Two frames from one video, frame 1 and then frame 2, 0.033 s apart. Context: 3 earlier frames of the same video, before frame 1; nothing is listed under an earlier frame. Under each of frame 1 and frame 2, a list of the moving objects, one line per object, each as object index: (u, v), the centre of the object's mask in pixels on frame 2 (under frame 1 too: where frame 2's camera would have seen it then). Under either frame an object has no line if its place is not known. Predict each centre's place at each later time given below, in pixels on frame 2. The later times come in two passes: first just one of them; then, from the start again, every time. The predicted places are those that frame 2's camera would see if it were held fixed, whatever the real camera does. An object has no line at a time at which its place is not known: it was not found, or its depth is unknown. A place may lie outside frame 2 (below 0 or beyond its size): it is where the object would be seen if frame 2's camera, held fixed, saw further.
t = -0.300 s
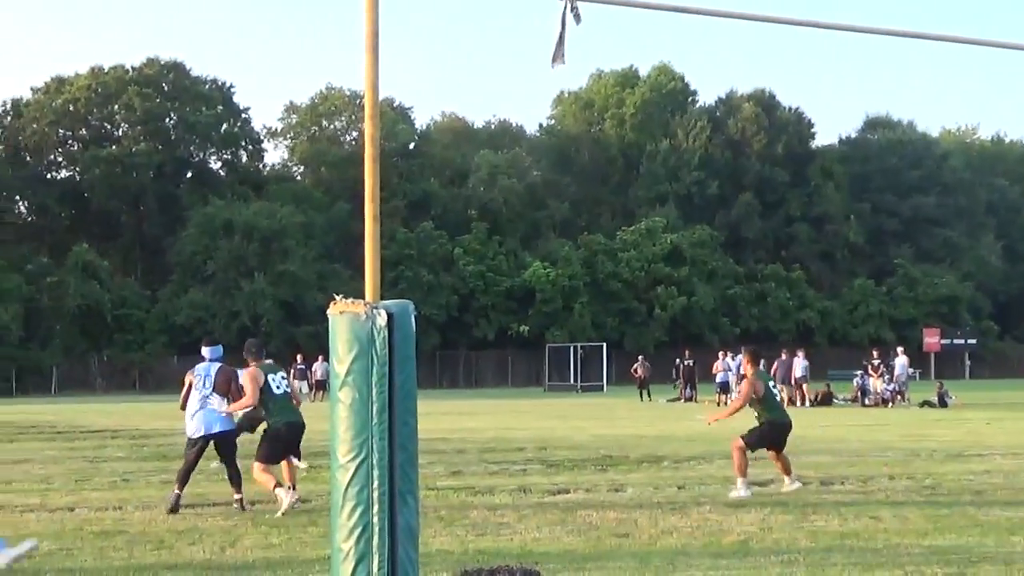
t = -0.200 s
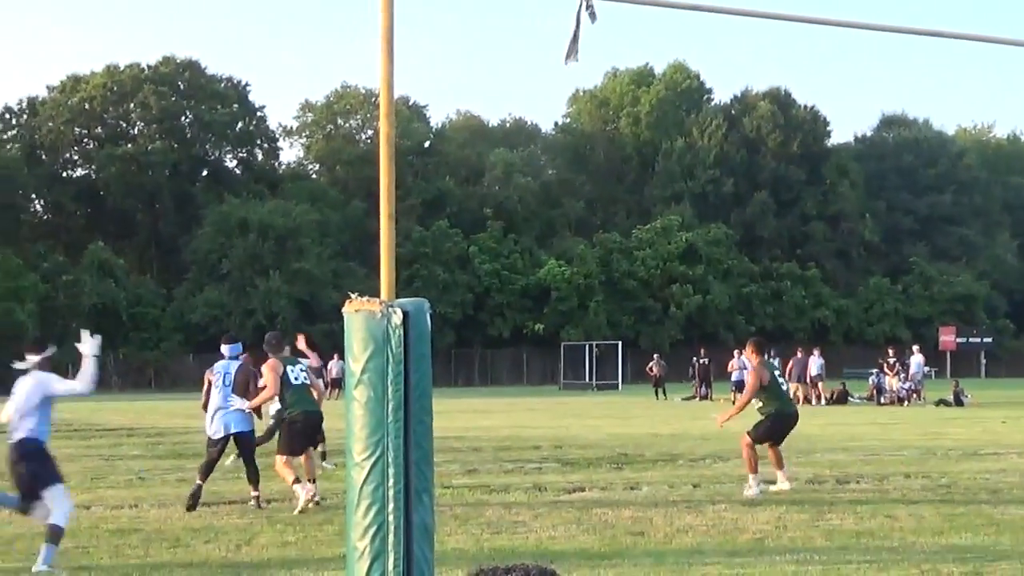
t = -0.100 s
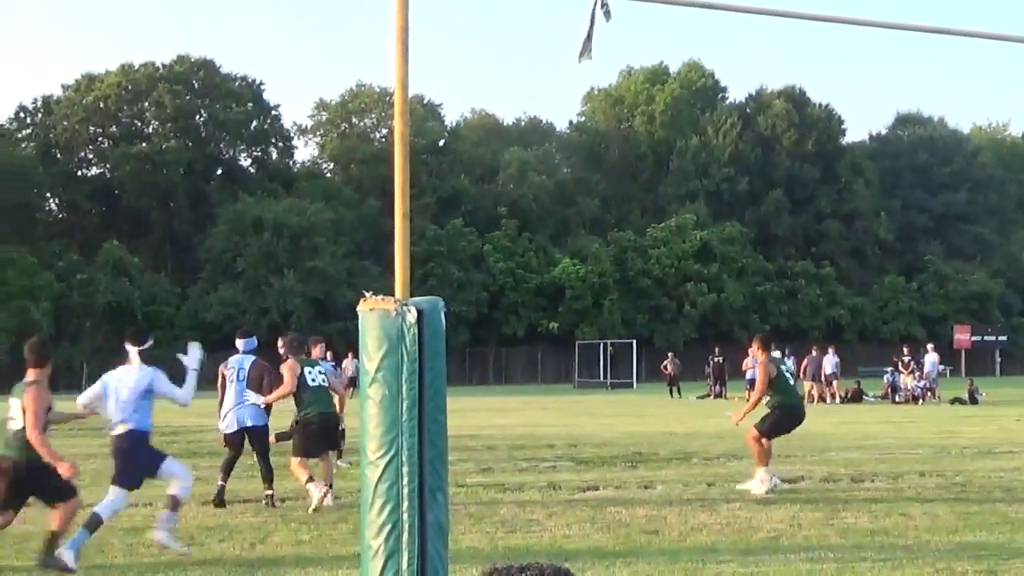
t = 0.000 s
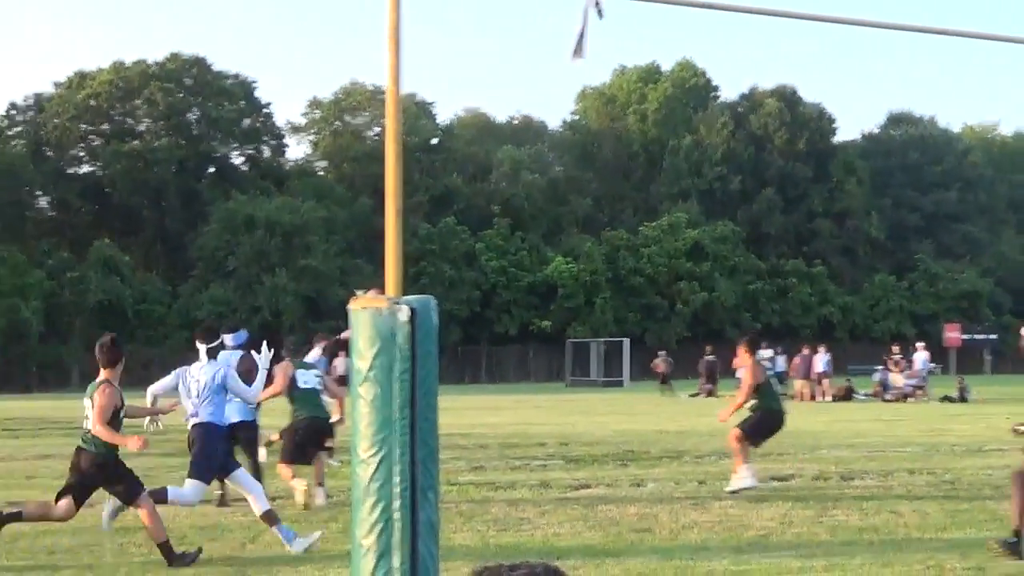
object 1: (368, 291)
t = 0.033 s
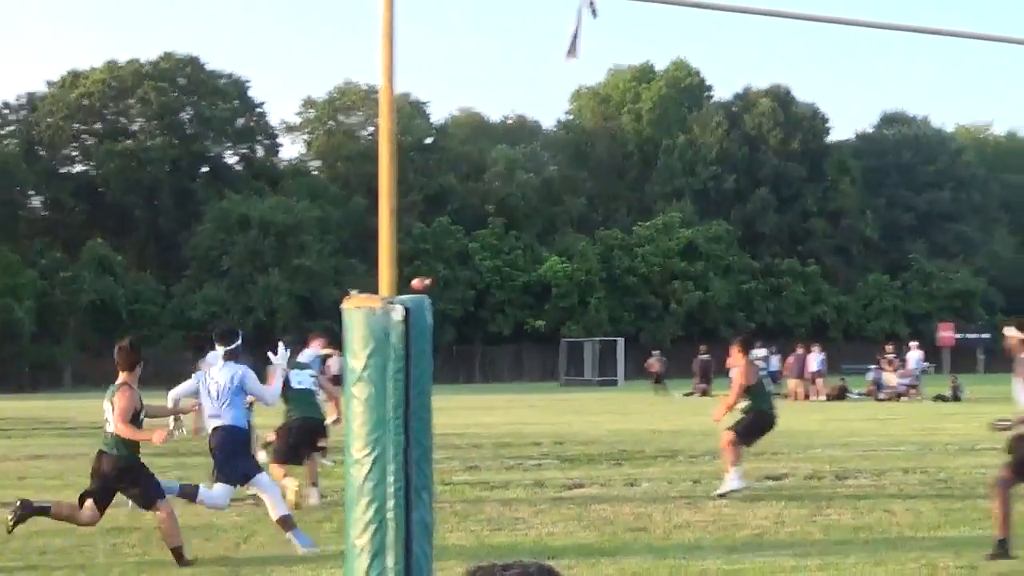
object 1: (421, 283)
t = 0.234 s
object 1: (752, 233)
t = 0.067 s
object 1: (474, 273)
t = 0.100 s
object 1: (527, 264)
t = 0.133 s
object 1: (582, 255)
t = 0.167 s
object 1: (638, 246)
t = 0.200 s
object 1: (694, 238)
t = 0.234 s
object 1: (752, 233)
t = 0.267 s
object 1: (812, 226)
